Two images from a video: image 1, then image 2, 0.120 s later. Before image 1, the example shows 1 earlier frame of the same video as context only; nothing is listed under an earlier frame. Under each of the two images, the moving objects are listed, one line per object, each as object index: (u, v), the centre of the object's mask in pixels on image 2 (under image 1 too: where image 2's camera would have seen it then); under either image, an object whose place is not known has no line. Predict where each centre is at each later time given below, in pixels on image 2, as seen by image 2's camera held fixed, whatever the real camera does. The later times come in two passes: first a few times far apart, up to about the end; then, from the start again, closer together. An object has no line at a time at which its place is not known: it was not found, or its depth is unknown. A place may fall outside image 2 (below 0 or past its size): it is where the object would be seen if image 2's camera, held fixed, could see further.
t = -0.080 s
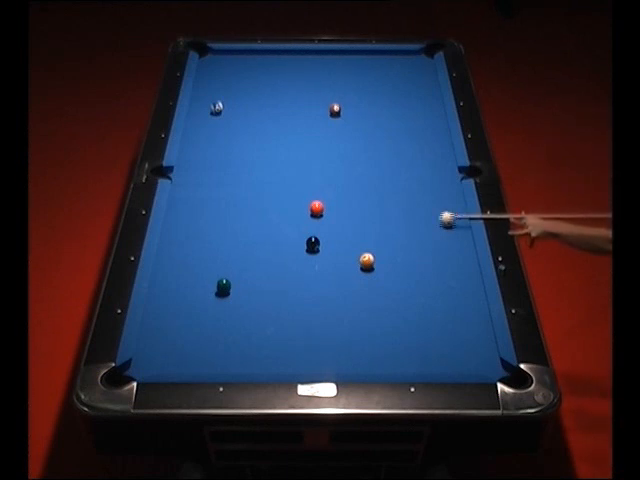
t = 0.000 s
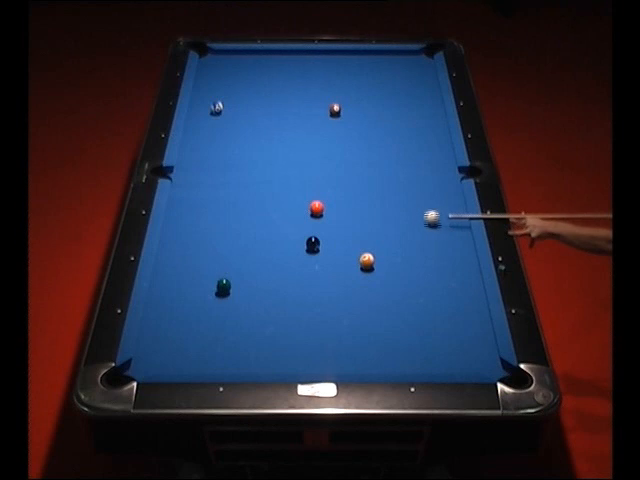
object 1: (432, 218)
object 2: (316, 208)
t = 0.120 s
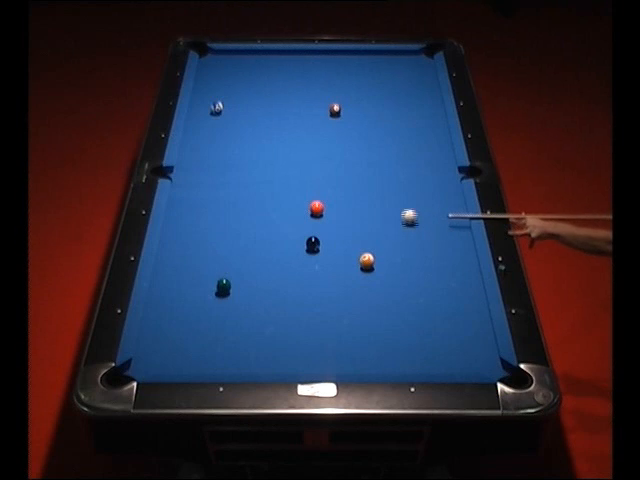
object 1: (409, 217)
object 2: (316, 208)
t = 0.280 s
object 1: (380, 215)
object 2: (316, 208)
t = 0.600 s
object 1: (327, 213)
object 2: (311, 207)
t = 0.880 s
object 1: (310, 219)
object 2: (285, 200)
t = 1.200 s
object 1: (292, 225)
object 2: (259, 193)
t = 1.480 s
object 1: (276, 230)
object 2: (238, 187)
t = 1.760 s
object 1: (263, 235)
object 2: (218, 181)
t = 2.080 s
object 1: (248, 239)
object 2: (197, 176)
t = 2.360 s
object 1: (237, 243)
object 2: (181, 171)
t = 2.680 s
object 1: (225, 246)
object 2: (174, 173)
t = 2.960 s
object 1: (217, 249)
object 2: (174, 176)
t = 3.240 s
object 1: (209, 251)
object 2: (173, 176)
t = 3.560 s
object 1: (203, 252)
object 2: (173, 176)
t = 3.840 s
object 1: (198, 253)
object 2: (173, 176)
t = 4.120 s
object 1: (195, 253)
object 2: (173, 176)
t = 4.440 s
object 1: (194, 254)
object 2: (173, 177)
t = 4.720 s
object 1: (194, 254)
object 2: (173, 176)
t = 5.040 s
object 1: (194, 254)
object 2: (173, 176)
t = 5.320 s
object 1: (194, 253)
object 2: (173, 176)
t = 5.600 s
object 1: (194, 253)
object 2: (173, 177)
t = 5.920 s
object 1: (194, 253)
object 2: (173, 177)
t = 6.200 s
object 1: (194, 253)
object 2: (173, 177)
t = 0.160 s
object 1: (402, 217)
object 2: (316, 208)
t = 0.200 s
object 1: (394, 216)
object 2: (316, 208)
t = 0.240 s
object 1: (387, 216)
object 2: (316, 208)
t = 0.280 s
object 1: (380, 215)
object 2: (316, 208)
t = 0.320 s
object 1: (373, 215)
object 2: (316, 208)
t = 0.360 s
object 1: (365, 215)
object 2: (316, 208)
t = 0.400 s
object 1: (358, 214)
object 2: (316, 208)
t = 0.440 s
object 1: (351, 214)
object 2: (316, 209)
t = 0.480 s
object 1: (344, 213)
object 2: (316, 208)
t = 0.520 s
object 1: (336, 213)
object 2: (316, 208)
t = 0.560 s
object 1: (330, 213)
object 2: (315, 208)
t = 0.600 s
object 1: (327, 213)
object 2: (311, 207)
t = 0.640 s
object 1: (325, 214)
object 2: (307, 206)
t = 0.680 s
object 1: (322, 215)
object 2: (303, 205)
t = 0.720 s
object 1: (320, 216)
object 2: (299, 204)
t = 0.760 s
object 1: (318, 217)
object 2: (296, 203)
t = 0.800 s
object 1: (315, 218)
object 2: (292, 202)
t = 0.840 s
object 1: (313, 218)
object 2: (289, 201)
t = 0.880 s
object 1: (310, 219)
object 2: (285, 200)
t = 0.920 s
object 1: (308, 220)
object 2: (282, 199)
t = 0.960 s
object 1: (305, 221)
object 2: (279, 198)
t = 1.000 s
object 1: (303, 222)
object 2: (275, 197)
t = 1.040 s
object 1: (301, 222)
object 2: (272, 196)
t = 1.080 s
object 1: (298, 223)
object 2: (269, 195)
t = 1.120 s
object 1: (296, 224)
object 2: (265, 195)
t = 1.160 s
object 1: (294, 224)
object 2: (262, 194)
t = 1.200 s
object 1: (292, 225)
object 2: (259, 193)
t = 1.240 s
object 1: (289, 226)
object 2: (256, 192)
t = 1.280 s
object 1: (287, 227)
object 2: (253, 191)
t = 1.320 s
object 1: (285, 228)
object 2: (250, 190)
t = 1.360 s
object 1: (283, 228)
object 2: (247, 189)
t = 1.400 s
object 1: (280, 229)
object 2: (244, 188)
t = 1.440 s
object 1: (279, 229)
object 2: (240, 188)
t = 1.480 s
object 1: (276, 230)
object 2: (238, 187)
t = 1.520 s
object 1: (274, 231)
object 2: (235, 186)
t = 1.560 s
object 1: (272, 232)
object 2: (232, 185)
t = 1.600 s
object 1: (270, 232)
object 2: (229, 184)
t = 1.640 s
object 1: (268, 233)
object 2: (226, 184)
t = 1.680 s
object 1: (266, 234)
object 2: (223, 183)
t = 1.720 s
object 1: (264, 234)
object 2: (220, 182)
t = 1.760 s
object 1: (263, 235)
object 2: (218, 181)
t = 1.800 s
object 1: (261, 235)
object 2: (215, 181)
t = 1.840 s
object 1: (259, 236)
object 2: (212, 180)
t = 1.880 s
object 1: (257, 237)
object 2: (210, 179)
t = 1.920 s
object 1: (255, 237)
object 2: (207, 179)
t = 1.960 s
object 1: (253, 238)
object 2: (205, 178)
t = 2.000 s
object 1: (251, 239)
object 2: (202, 177)
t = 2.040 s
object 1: (250, 239)
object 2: (200, 176)
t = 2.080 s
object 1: (248, 239)
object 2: (197, 176)
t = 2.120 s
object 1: (246, 240)
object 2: (195, 175)
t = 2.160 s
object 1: (245, 241)
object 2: (192, 174)
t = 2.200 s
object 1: (243, 241)
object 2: (190, 174)
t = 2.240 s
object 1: (241, 242)
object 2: (188, 173)
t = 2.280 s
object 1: (240, 242)
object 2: (185, 172)
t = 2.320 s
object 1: (238, 243)
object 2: (183, 172)
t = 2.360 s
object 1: (237, 243)
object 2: (181, 171)
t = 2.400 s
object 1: (235, 243)
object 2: (179, 171)
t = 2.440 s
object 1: (234, 244)
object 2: (177, 170)
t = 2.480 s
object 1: (232, 244)
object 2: (176, 170)
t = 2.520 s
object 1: (231, 245)
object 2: (175, 171)
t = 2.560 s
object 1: (230, 245)
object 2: (175, 171)
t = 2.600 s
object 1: (228, 245)
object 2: (175, 172)
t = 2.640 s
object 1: (227, 246)
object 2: (174, 172)
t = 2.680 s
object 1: (225, 246)
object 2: (174, 173)
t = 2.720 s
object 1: (224, 247)
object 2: (174, 173)
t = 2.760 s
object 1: (223, 247)
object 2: (174, 174)
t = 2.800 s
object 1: (221, 248)
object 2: (174, 175)
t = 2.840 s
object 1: (220, 248)
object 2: (174, 175)
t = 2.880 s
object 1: (219, 248)
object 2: (174, 175)
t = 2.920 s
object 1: (218, 248)
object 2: (174, 175)
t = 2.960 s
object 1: (217, 249)
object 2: (174, 176)
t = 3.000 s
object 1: (215, 249)
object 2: (173, 176)
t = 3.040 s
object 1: (214, 249)
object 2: (173, 176)
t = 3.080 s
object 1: (213, 250)
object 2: (173, 176)
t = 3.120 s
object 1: (212, 250)
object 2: (173, 177)
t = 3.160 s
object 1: (211, 250)
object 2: (173, 176)
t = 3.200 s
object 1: (210, 251)
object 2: (173, 176)
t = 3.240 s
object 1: (209, 251)
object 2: (173, 176)
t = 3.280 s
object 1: (208, 251)
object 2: (173, 176)
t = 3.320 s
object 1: (207, 251)
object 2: (173, 176)
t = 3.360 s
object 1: (207, 251)
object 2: (173, 176)
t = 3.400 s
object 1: (206, 251)
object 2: (173, 176)
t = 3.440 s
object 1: (205, 252)
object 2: (173, 176)
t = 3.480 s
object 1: (204, 252)
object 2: (173, 176)
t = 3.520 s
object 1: (204, 252)
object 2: (174, 176)
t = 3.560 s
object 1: (203, 252)
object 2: (173, 176)
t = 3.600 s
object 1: (202, 252)
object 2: (173, 176)
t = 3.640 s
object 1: (201, 252)
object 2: (173, 176)
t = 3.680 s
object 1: (201, 252)
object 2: (173, 176)
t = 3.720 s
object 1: (200, 253)
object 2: (173, 176)
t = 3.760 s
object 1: (199, 253)
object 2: (173, 176)
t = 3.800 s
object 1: (199, 253)
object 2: (173, 176)
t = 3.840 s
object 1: (198, 253)
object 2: (173, 176)
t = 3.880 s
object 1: (198, 253)
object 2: (173, 176)
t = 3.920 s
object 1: (197, 253)
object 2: (173, 176)
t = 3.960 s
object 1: (197, 253)
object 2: (173, 177)
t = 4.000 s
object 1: (196, 253)
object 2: (173, 177)
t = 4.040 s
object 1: (196, 253)
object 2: (173, 177)
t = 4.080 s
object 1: (196, 254)
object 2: (173, 176)
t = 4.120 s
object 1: (195, 253)
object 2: (173, 176)
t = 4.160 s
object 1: (195, 253)
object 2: (173, 177)
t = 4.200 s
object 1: (194, 253)
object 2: (173, 176)
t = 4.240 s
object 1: (194, 253)
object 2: (173, 176)
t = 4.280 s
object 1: (194, 254)
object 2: (173, 176)
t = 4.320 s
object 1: (194, 254)
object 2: (173, 176)
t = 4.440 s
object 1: (194, 254)
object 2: (173, 177)
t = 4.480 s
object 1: (194, 254)
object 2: (173, 176)
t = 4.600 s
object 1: (194, 254)
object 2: (173, 176)
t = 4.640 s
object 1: (194, 254)
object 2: (173, 176)
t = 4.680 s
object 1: (194, 254)
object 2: (173, 176)
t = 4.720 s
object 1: (194, 254)
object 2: (173, 176)
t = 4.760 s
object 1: (194, 254)
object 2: (173, 176)
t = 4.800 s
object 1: (194, 254)
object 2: (173, 176)
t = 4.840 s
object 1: (194, 254)
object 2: (173, 176)
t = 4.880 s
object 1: (194, 254)
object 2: (173, 176)
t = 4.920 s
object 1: (194, 254)
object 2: (173, 176)
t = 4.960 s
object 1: (194, 254)
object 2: (173, 177)
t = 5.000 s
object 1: (194, 254)
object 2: (173, 176)
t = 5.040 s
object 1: (194, 254)
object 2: (173, 176)
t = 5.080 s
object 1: (194, 253)
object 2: (173, 177)
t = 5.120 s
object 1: (194, 253)
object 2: (173, 176)
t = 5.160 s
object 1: (194, 253)
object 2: (173, 176)
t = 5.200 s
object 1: (194, 253)
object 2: (173, 176)
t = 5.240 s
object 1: (194, 253)
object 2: (173, 176)
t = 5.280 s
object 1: (194, 253)
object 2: (173, 176)
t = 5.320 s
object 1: (194, 253)
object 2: (173, 176)
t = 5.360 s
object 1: (194, 253)
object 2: (173, 176)
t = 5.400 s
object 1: (194, 253)
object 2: (173, 177)
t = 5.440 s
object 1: (194, 253)
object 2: (173, 177)
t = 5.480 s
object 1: (194, 253)
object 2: (173, 176)
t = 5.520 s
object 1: (194, 253)
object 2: (173, 177)
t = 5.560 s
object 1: (194, 253)
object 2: (173, 177)
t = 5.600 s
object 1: (194, 253)
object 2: (173, 177)
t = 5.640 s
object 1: (194, 253)
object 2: (173, 177)
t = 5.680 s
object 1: (194, 253)
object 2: (173, 177)
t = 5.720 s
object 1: (194, 253)
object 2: (173, 177)
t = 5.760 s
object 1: (194, 253)
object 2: (173, 177)
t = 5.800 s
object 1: (194, 253)
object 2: (173, 176)
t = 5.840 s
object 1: (194, 253)
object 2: (173, 177)
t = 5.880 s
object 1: (194, 253)
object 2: (173, 177)
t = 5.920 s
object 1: (194, 253)
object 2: (173, 177)
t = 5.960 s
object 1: (194, 253)
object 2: (173, 177)
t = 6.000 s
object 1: (194, 253)
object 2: (173, 177)
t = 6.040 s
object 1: (194, 253)
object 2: (173, 177)
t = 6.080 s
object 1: (194, 253)
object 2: (173, 177)
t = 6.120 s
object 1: (194, 253)
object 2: (173, 177)
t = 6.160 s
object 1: (194, 253)
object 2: (173, 177)
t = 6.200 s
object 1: (194, 253)
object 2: (173, 177)
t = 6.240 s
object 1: (194, 253)
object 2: (173, 177)
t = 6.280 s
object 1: (194, 253)
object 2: (173, 177)
